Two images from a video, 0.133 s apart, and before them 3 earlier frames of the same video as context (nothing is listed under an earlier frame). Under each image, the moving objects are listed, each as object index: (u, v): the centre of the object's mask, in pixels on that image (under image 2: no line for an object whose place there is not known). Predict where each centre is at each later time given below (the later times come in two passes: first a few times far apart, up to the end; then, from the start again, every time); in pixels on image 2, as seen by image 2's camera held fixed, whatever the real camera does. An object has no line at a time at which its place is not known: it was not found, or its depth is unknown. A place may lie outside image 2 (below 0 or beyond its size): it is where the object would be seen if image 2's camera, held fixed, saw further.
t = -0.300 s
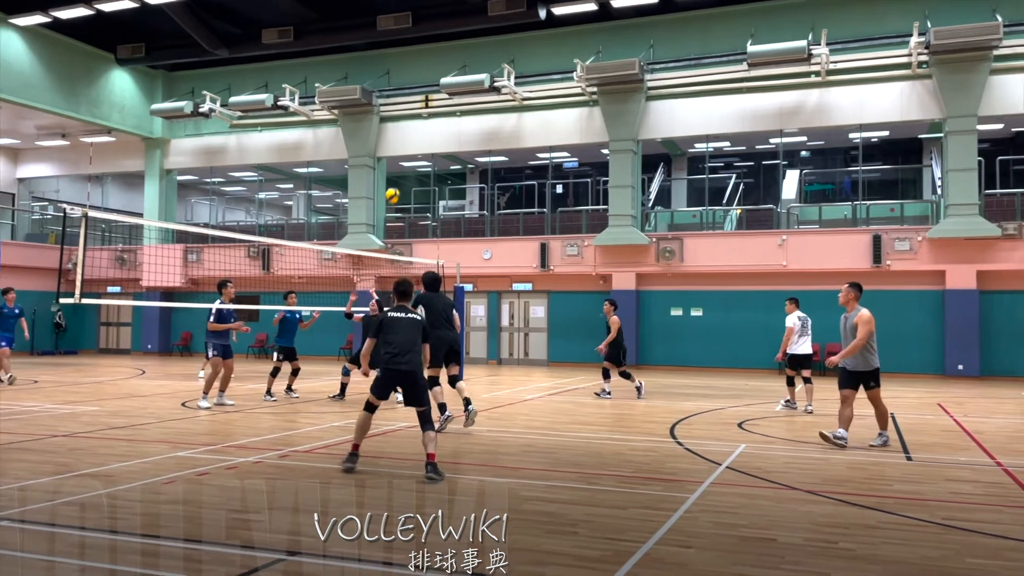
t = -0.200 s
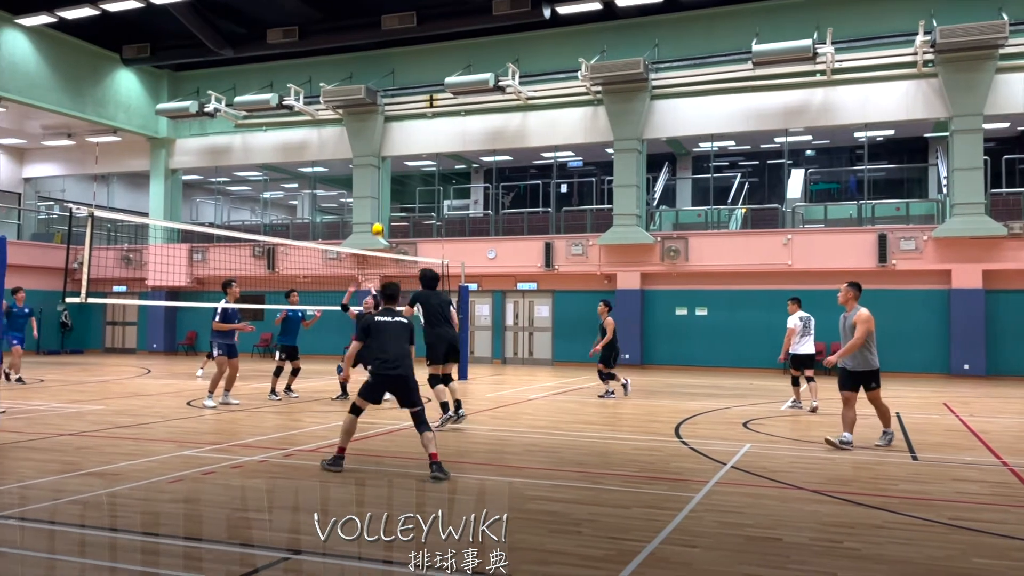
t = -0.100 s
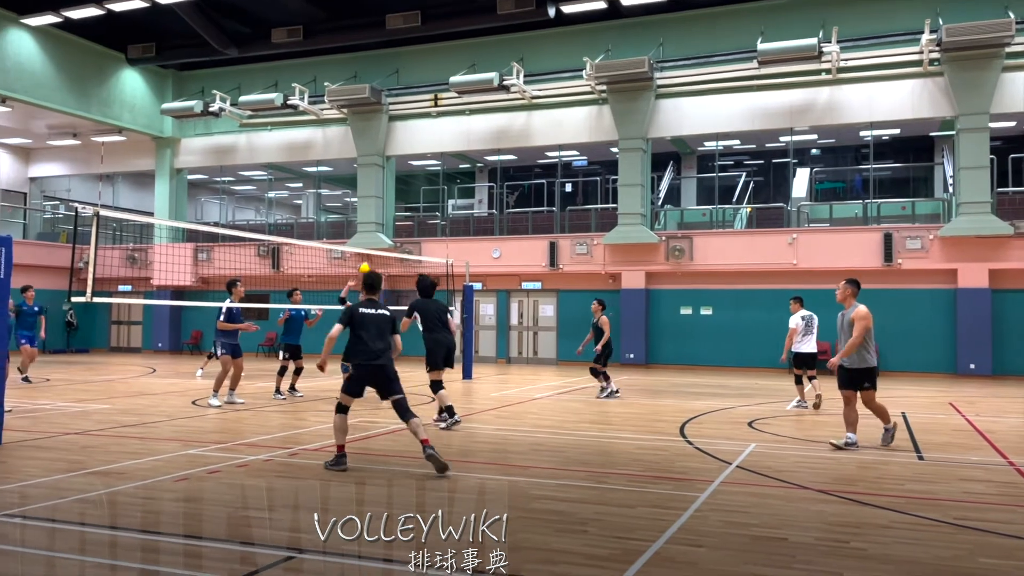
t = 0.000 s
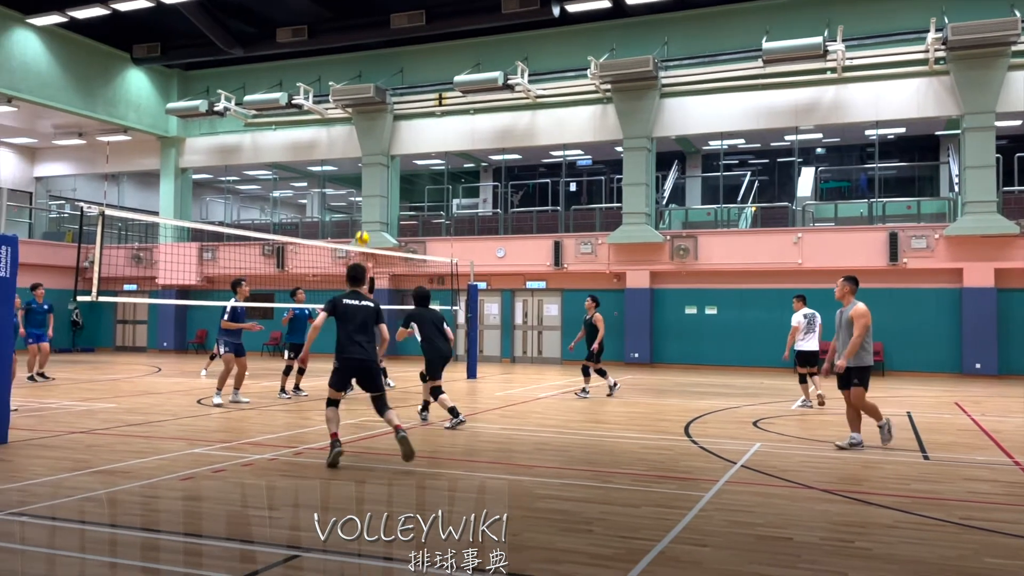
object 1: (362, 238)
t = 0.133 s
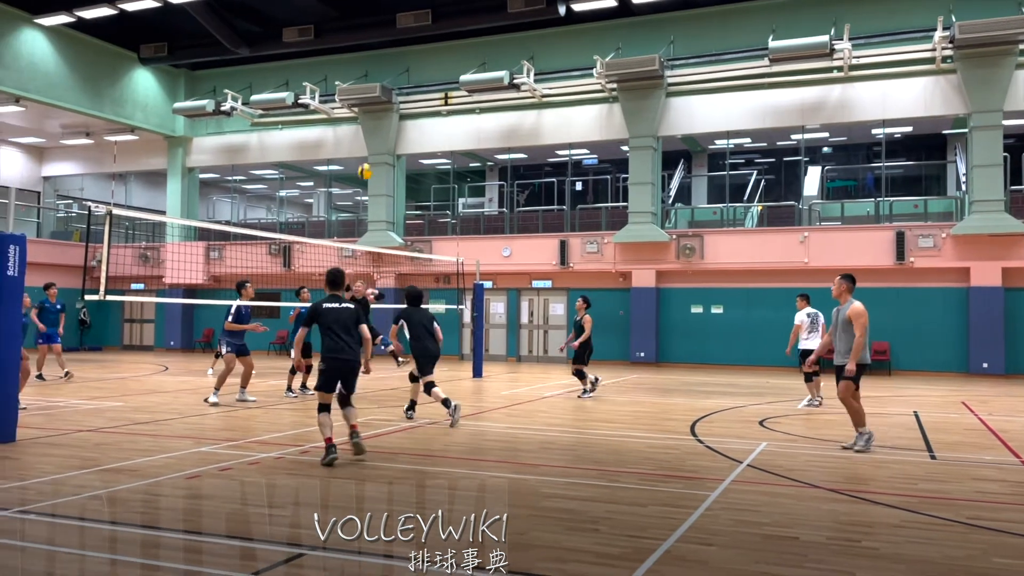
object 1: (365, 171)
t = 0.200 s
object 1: (363, 142)
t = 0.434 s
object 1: (359, 61)
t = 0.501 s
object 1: (357, 43)
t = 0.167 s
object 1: (364, 157)
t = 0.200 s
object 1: (363, 142)
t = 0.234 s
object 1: (363, 128)
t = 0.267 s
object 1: (362, 115)
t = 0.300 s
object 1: (361, 104)
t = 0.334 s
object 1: (361, 92)
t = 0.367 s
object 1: (360, 80)
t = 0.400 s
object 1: (360, 70)
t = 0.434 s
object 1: (359, 61)
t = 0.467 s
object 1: (358, 52)
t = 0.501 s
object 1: (357, 43)
